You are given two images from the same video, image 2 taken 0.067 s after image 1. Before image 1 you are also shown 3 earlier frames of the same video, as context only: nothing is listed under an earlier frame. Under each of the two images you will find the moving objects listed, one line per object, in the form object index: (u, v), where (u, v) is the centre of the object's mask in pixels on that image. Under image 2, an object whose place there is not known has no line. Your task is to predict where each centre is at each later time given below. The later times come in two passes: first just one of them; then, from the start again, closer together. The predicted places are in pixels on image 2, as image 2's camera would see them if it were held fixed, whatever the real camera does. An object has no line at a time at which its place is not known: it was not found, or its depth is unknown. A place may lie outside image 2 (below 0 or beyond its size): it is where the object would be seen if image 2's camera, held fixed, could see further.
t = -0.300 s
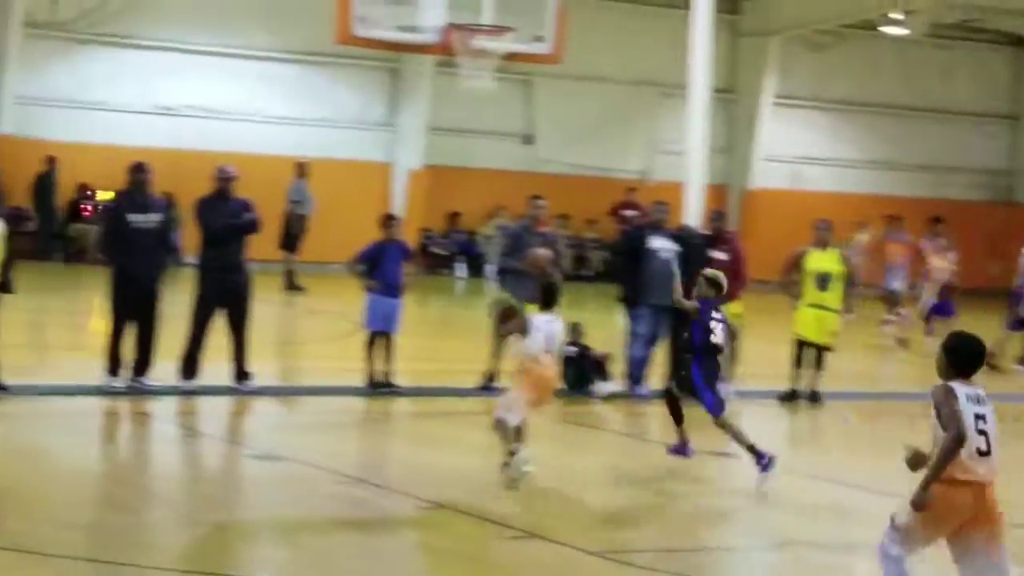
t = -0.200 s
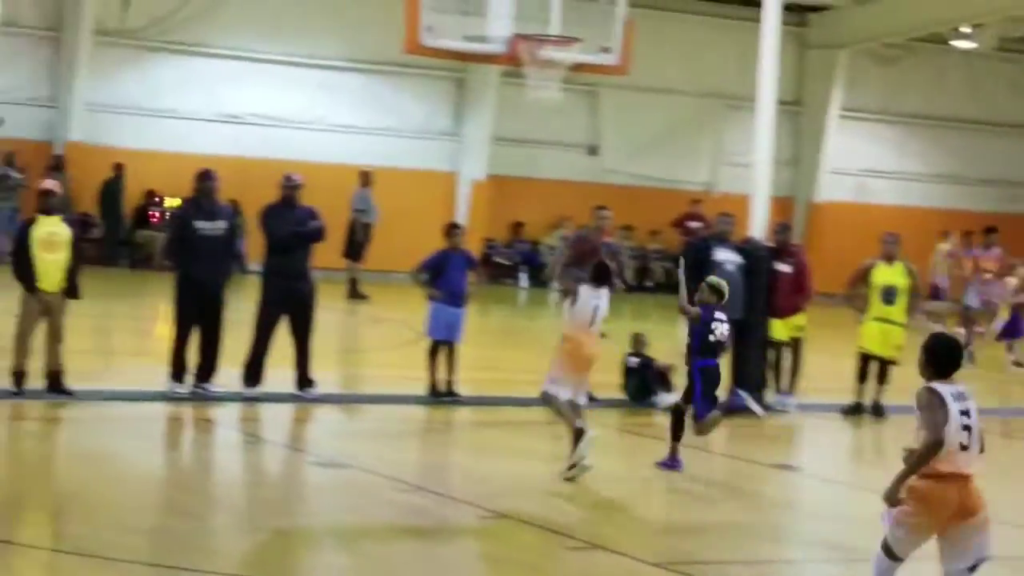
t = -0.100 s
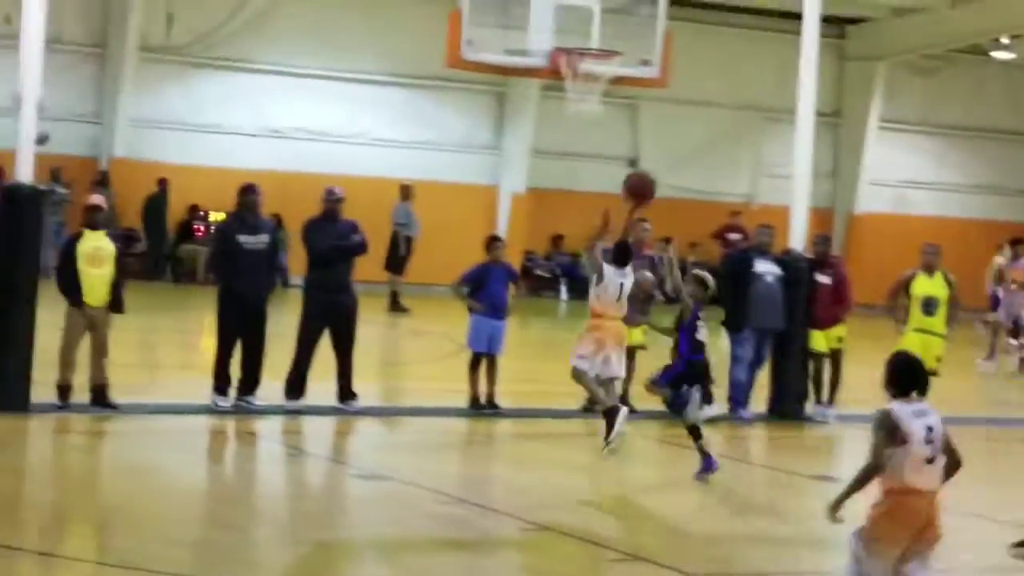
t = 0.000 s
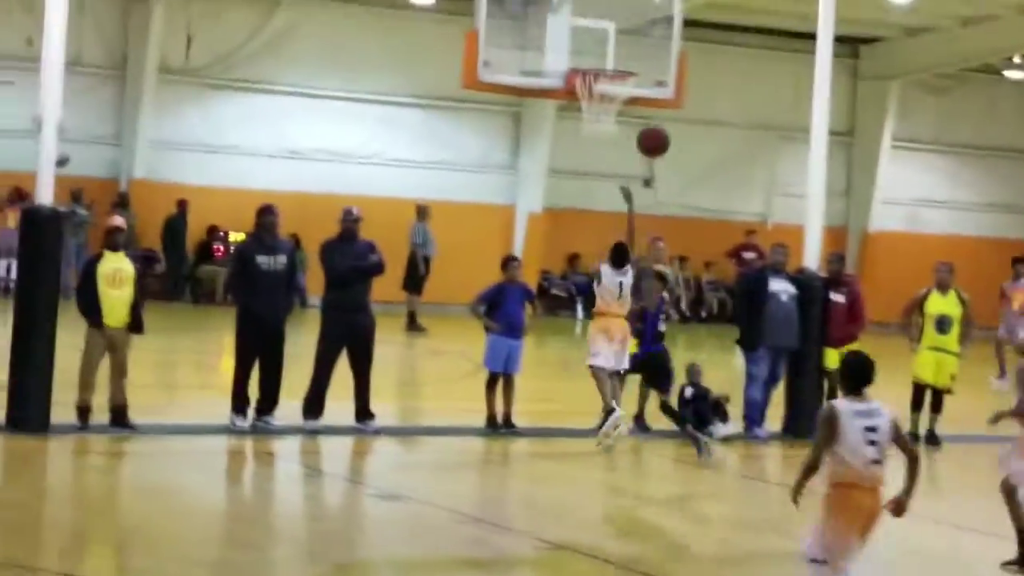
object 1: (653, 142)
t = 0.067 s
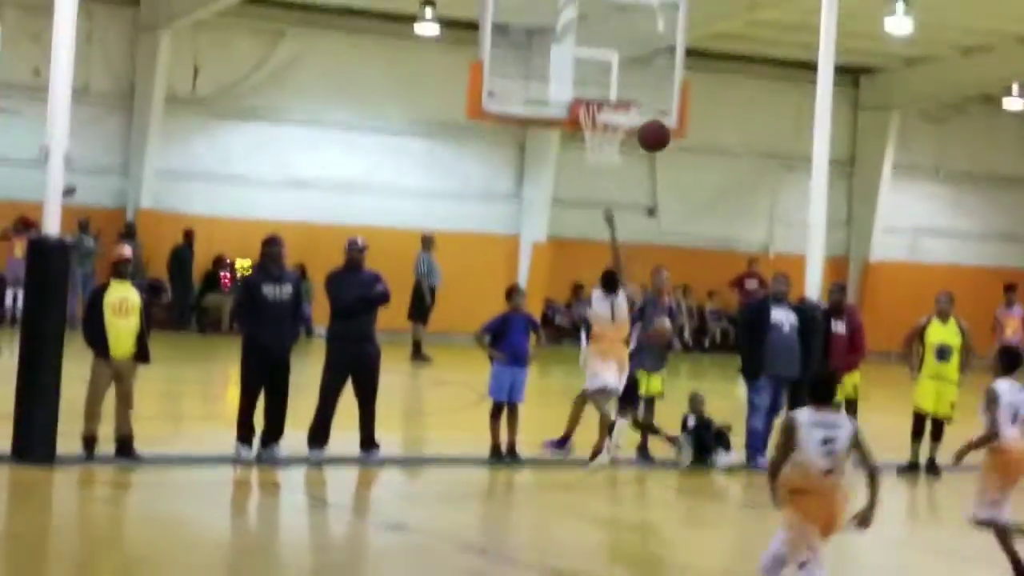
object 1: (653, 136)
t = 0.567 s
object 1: (625, 71)
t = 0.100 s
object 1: (652, 121)
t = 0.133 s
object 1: (650, 107)
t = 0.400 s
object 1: (638, 56)
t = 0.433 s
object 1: (635, 56)
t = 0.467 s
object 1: (633, 57)
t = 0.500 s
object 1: (631, 60)
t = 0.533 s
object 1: (628, 65)
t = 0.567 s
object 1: (625, 71)
